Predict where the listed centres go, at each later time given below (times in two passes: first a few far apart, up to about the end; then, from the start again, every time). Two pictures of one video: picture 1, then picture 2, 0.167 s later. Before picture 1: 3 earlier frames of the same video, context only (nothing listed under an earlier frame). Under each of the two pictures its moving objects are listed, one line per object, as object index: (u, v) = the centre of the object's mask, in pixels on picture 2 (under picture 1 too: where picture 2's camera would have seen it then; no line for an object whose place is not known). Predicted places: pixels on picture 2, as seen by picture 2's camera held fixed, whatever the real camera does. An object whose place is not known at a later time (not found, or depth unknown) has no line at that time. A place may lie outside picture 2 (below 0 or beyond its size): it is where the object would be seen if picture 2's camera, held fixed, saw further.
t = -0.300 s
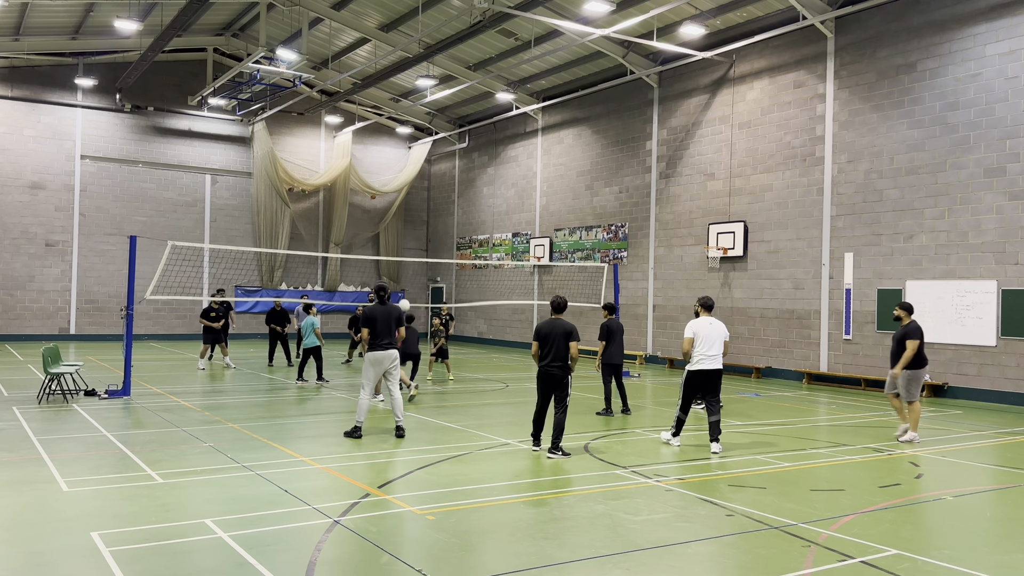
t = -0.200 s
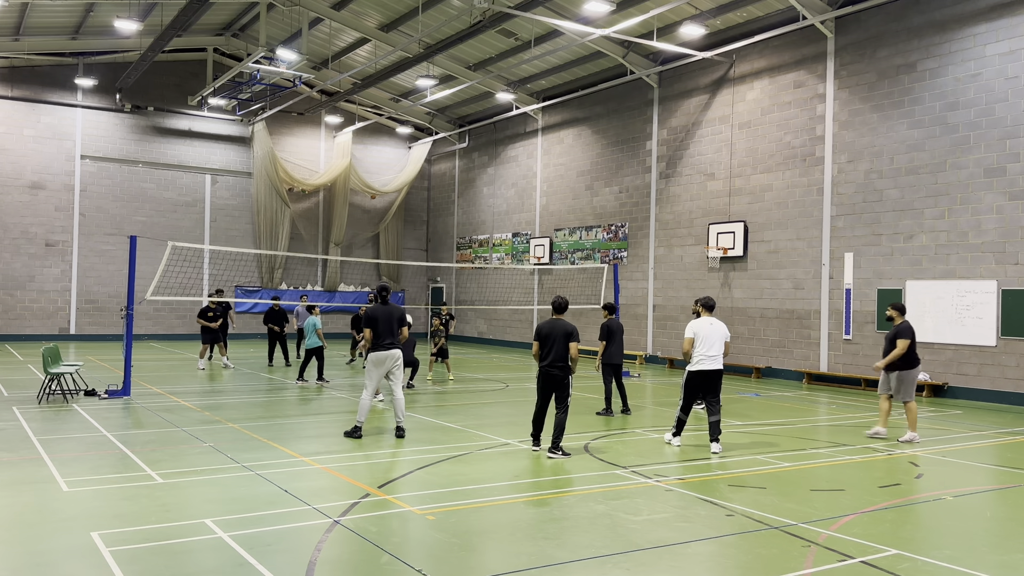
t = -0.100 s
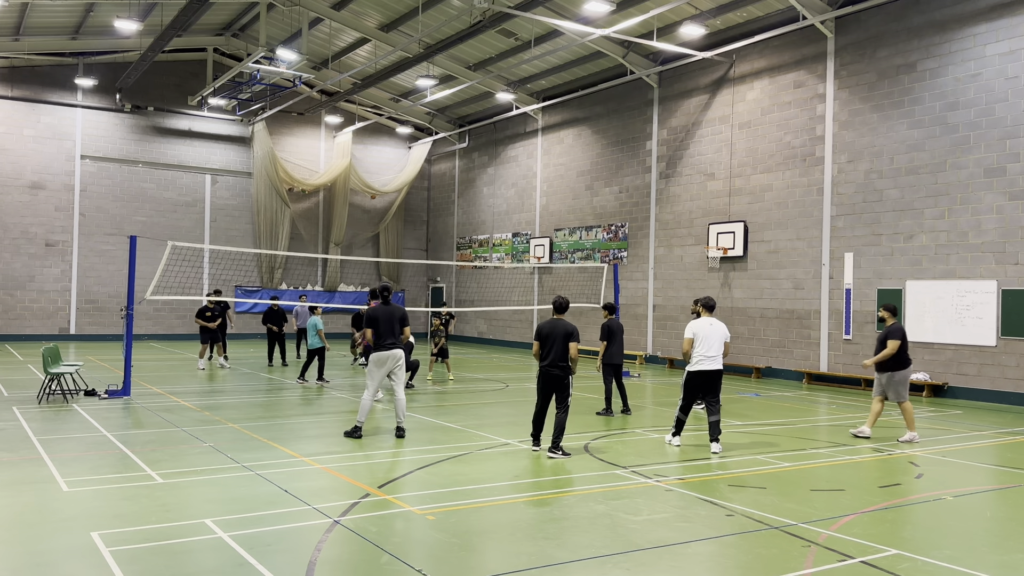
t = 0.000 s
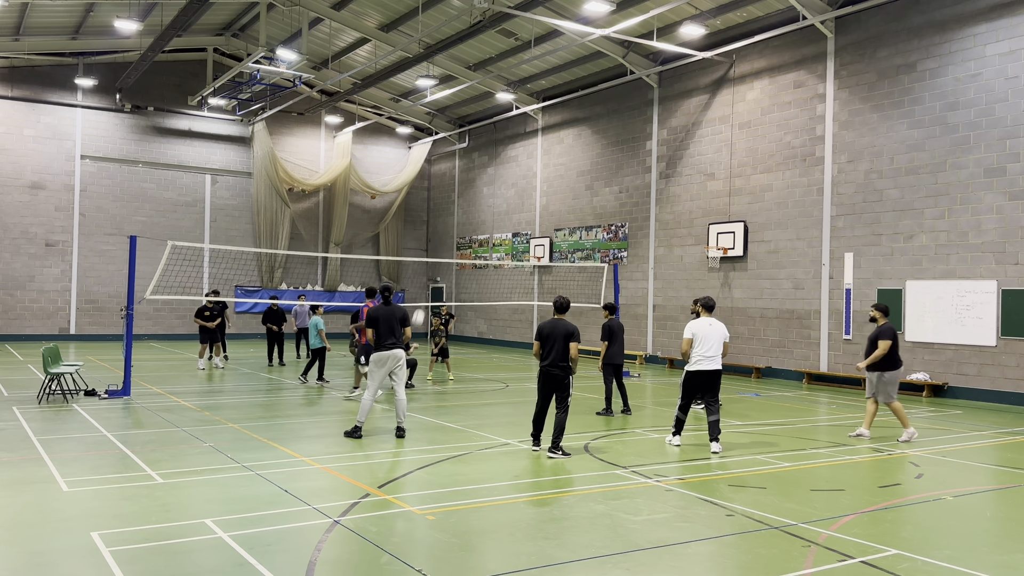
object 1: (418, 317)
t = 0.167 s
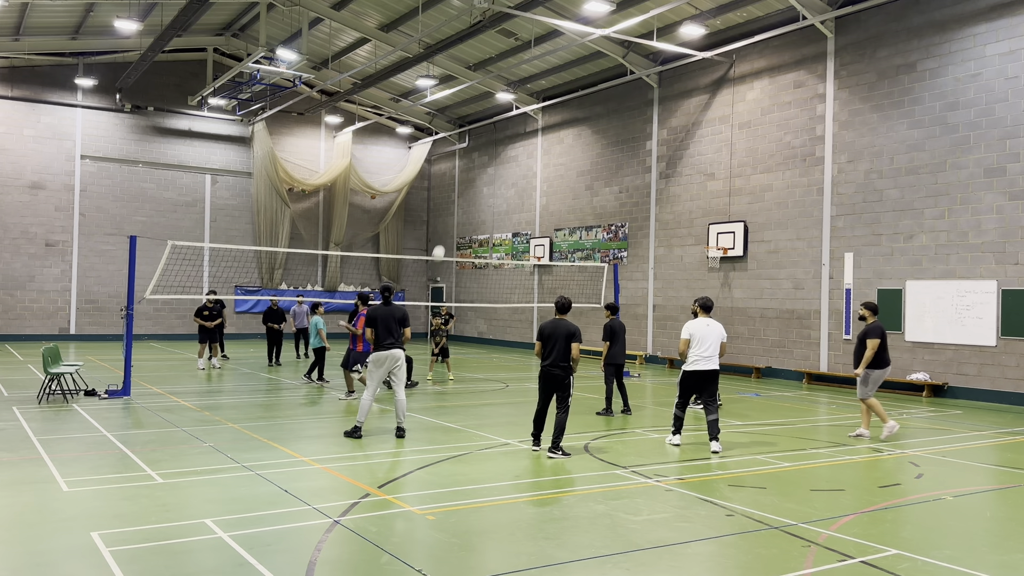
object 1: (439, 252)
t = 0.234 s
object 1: (446, 231)
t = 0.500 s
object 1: (477, 162)
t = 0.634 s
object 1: (493, 141)
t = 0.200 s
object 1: (442, 242)
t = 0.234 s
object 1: (446, 231)
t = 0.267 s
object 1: (450, 221)
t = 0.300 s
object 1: (453, 211)
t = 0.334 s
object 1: (457, 201)
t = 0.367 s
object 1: (461, 192)
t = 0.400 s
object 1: (465, 184)
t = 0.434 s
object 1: (469, 176)
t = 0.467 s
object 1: (473, 169)
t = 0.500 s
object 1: (477, 162)
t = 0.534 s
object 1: (481, 156)
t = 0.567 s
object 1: (485, 150)
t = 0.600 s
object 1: (489, 145)
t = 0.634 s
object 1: (493, 141)
